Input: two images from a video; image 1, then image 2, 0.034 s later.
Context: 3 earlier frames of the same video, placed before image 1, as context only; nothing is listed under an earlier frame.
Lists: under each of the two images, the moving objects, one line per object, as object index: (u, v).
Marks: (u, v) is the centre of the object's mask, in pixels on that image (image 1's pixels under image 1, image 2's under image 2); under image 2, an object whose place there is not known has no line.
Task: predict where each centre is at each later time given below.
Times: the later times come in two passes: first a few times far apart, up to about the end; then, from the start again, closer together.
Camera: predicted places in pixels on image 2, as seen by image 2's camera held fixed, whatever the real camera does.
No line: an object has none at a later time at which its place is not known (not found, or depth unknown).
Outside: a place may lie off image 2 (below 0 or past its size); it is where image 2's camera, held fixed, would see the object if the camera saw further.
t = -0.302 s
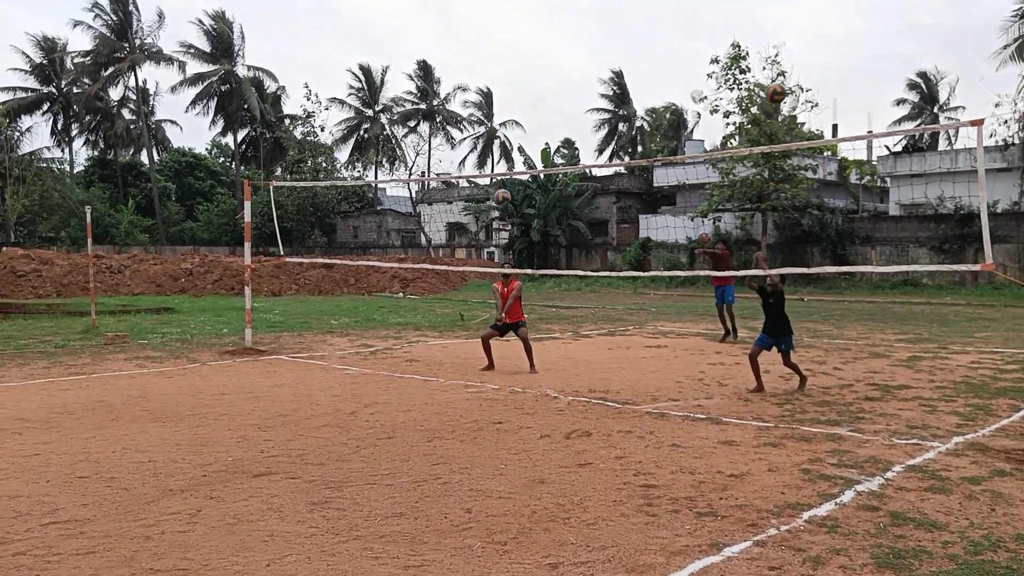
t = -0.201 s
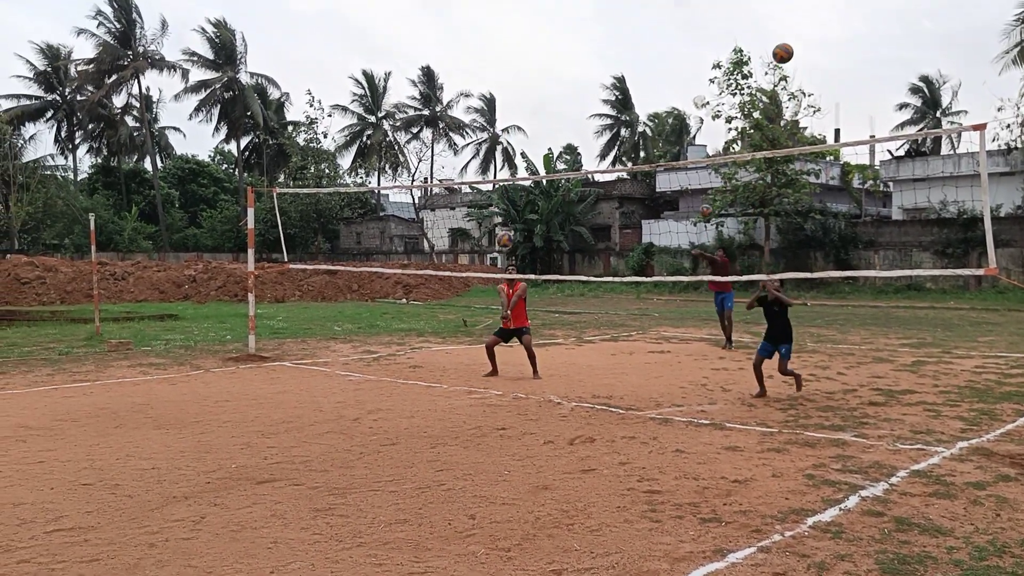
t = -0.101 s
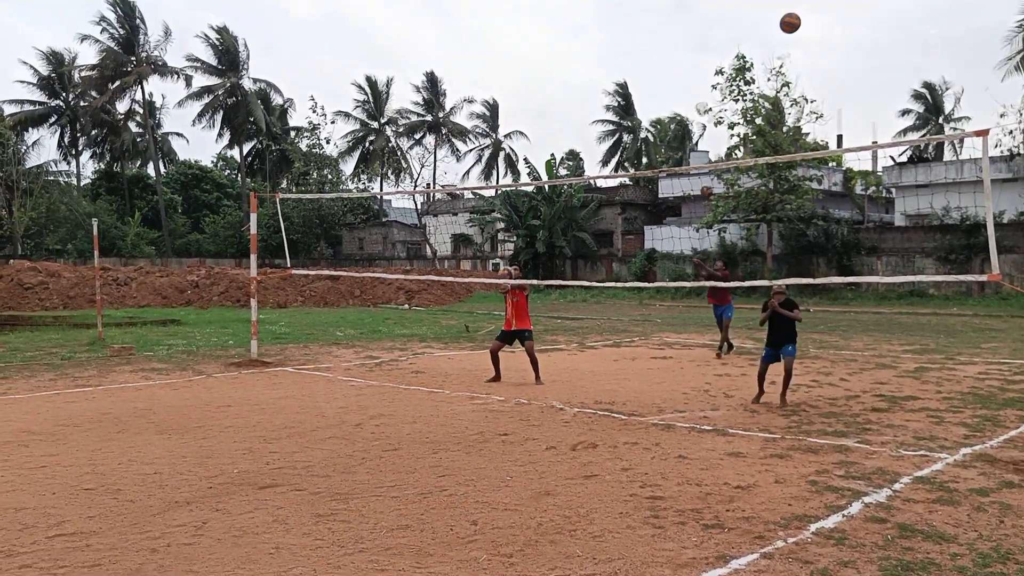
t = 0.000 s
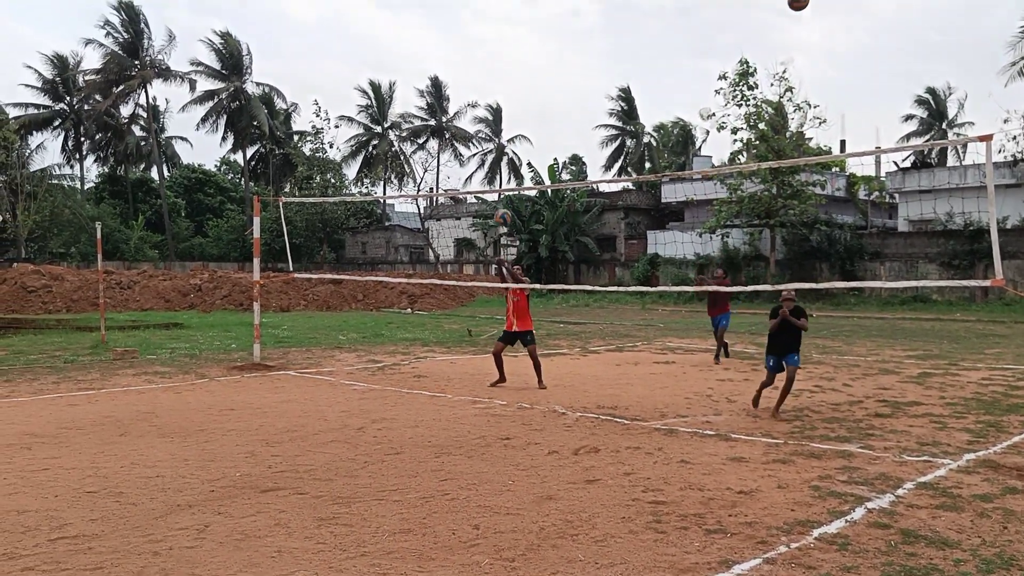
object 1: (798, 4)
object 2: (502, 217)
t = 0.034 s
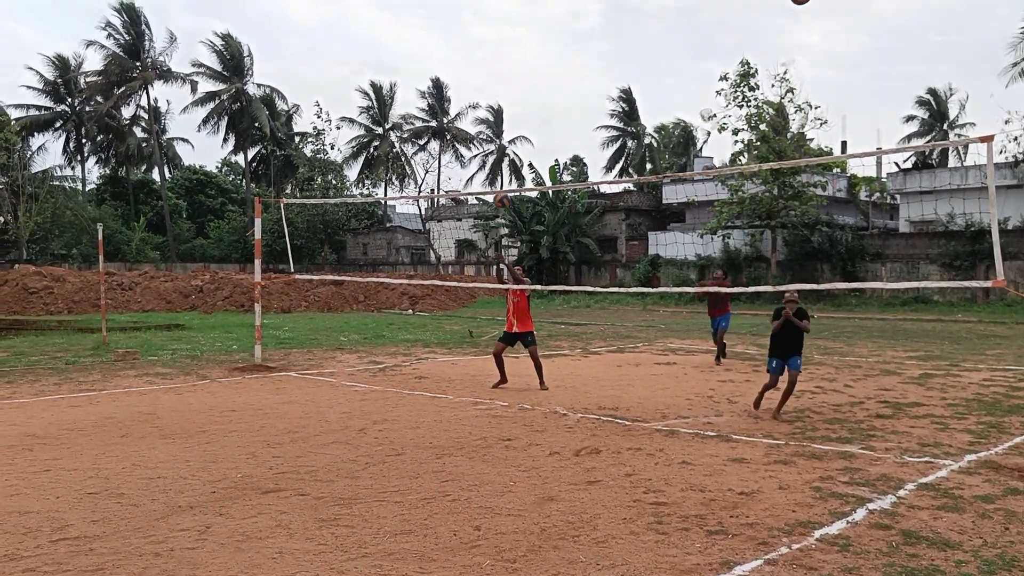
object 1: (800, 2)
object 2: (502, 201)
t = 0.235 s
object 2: (488, 101)
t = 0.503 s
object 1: (824, 10)
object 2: (468, 13)
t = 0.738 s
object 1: (835, 106)
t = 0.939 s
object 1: (846, 237)
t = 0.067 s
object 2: (499, 181)
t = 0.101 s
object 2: (497, 164)
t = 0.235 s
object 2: (488, 101)
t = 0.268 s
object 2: (486, 87)
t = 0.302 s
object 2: (483, 74)
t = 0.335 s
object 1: (814, -13)
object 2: (481, 62)
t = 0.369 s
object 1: (817, -13)
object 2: (478, 50)
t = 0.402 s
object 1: (818, -11)
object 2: (475, 40)
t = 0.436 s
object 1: (820, -6)
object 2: (473, 30)
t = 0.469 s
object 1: (822, 1)
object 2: (470, 21)
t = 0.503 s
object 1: (824, 10)
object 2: (468, 13)
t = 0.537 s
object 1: (825, 20)
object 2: (465, 6)
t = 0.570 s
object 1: (827, 32)
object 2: (462, -1)
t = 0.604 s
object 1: (829, 44)
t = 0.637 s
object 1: (830, 58)
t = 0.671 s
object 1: (832, 73)
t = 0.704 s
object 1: (834, 89)
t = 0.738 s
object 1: (835, 106)
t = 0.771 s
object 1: (837, 125)
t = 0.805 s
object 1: (839, 145)
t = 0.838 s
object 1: (841, 169)
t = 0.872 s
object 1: (843, 190)
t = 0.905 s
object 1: (844, 214)
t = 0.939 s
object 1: (846, 237)
